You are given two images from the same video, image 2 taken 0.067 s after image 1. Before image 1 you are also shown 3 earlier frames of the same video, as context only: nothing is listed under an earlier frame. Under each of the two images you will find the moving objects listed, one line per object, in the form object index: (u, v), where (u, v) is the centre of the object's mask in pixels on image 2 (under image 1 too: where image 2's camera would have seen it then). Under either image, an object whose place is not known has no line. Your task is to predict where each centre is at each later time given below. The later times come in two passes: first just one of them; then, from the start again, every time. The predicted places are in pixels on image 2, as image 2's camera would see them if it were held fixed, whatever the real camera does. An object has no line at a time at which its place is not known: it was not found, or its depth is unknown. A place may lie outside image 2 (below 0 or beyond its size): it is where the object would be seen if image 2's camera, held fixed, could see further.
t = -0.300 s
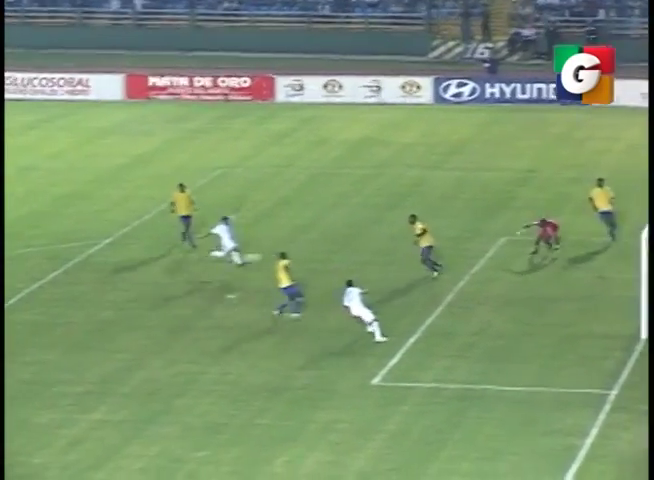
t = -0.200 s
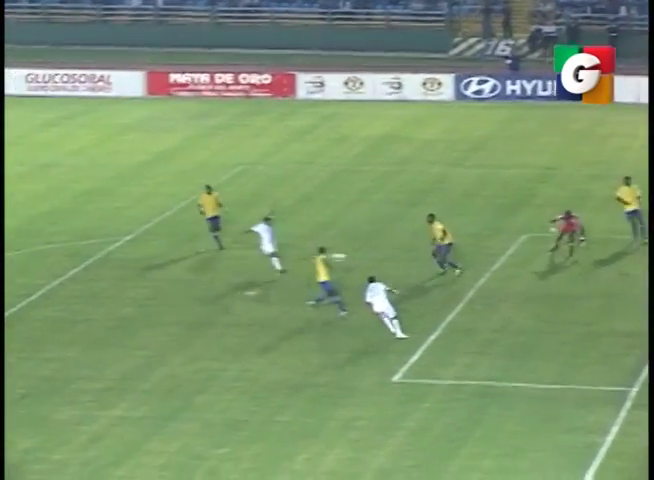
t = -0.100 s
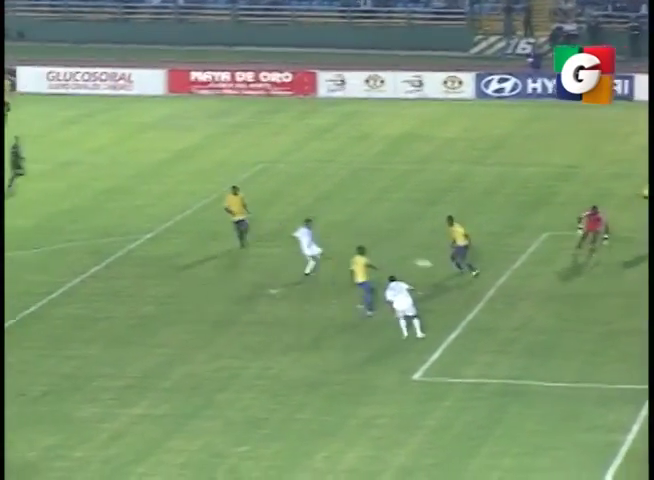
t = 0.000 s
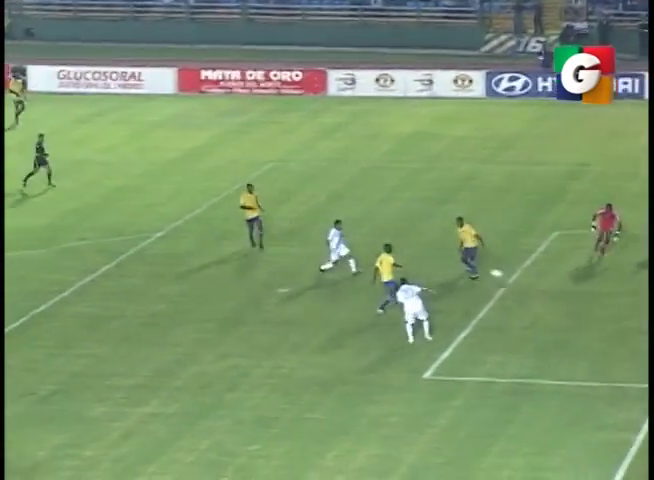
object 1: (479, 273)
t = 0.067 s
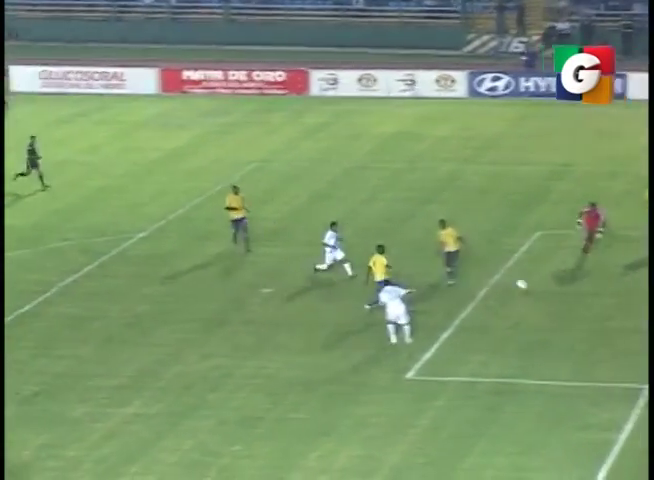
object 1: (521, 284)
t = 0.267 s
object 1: (647, 319)
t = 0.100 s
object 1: (542, 291)
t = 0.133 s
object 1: (563, 297)
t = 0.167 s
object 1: (585, 304)
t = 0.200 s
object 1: (605, 311)
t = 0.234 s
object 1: (627, 320)
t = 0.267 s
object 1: (647, 319)
